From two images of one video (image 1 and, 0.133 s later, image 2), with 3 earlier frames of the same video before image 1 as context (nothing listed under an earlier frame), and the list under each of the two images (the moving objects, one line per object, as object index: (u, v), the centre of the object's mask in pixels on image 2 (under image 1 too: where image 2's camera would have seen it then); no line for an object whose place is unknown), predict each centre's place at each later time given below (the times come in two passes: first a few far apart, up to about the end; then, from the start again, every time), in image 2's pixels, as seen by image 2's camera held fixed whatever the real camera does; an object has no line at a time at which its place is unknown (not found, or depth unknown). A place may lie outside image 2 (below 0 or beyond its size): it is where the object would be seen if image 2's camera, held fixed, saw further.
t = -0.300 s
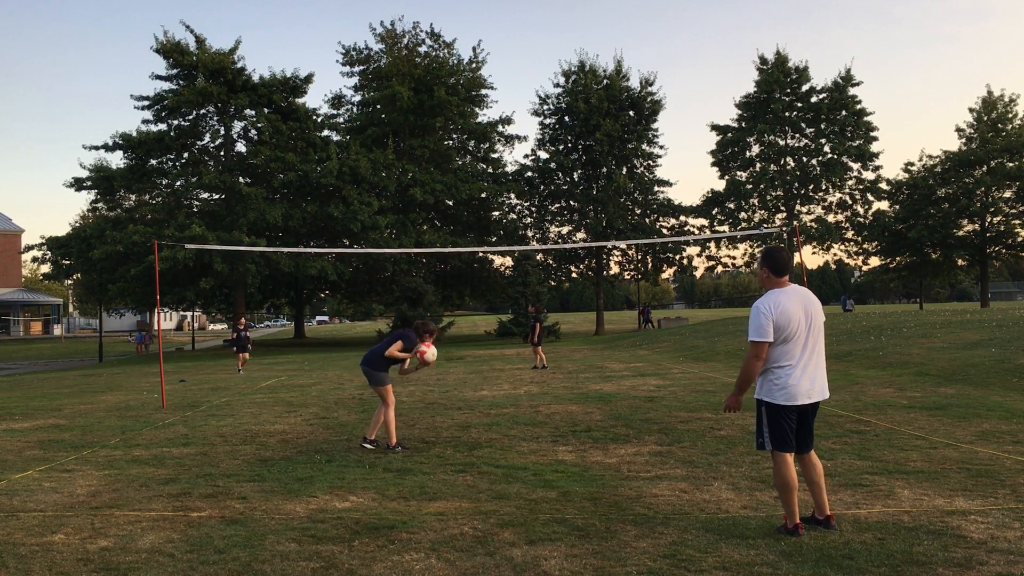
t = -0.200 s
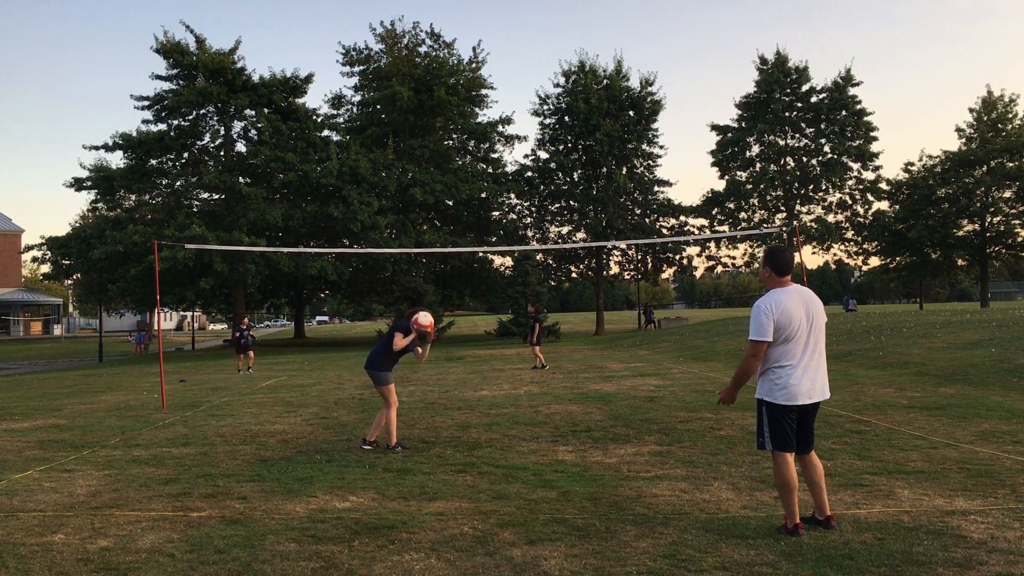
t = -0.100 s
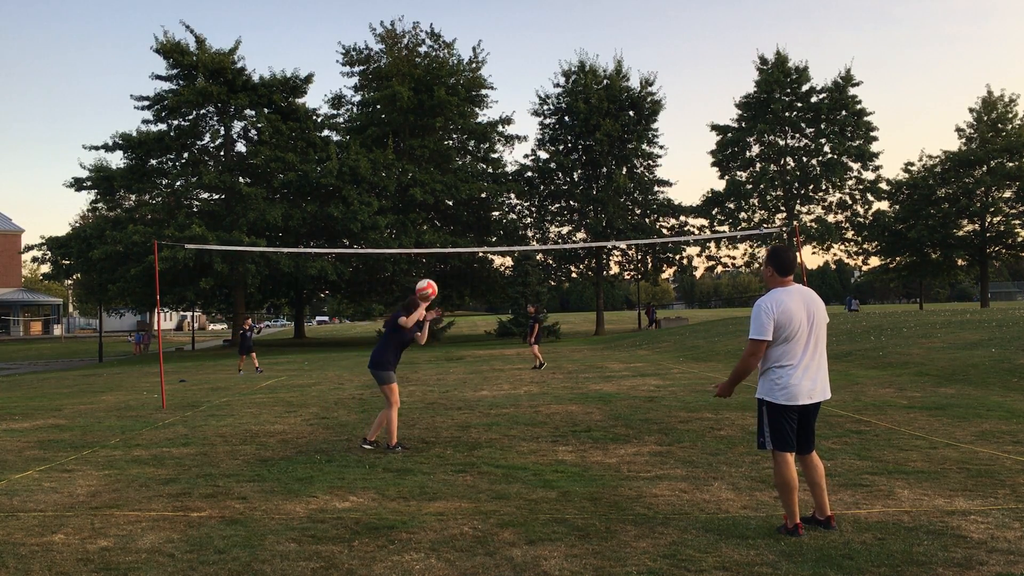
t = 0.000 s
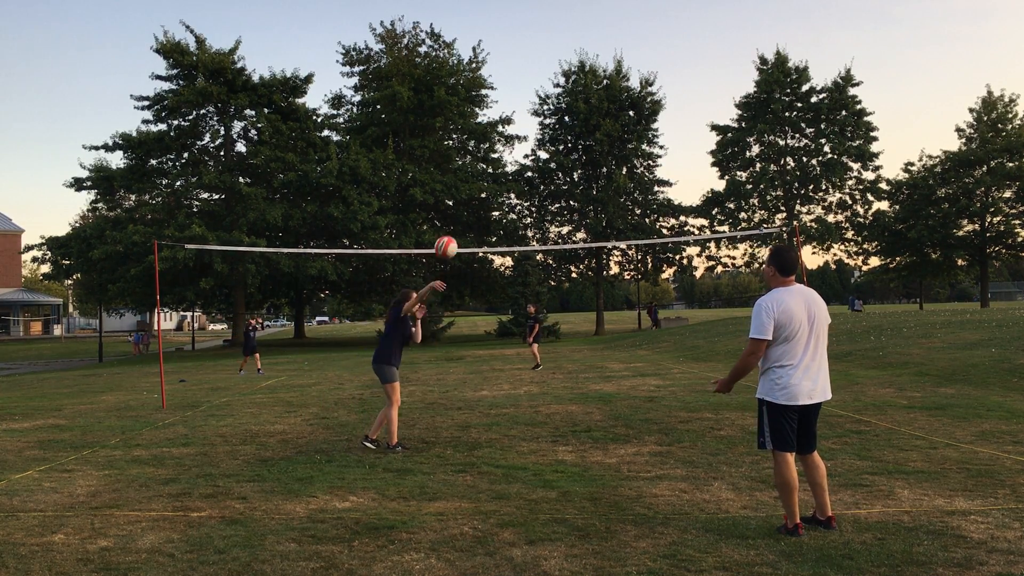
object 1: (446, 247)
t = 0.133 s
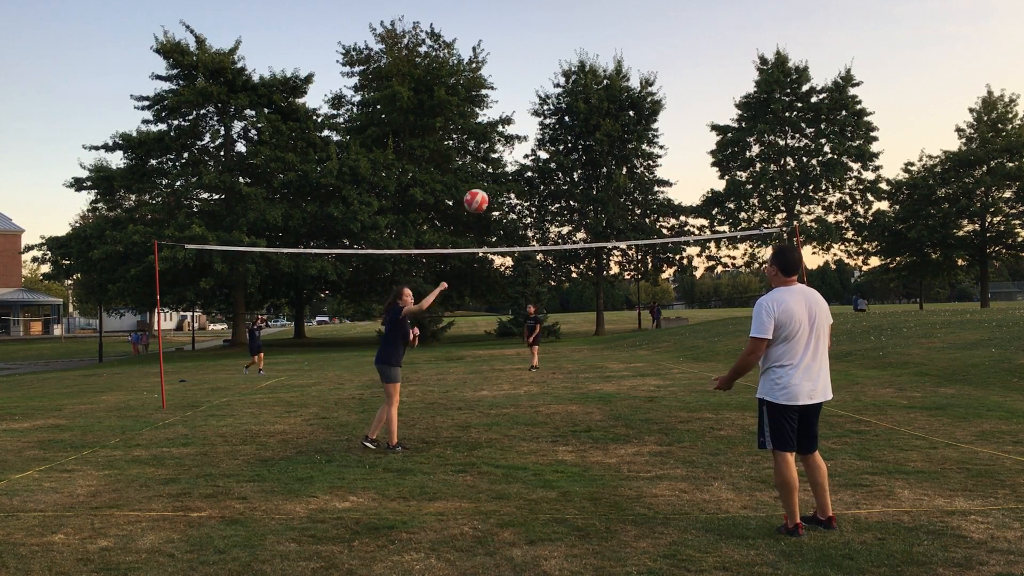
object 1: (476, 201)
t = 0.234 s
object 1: (501, 175)
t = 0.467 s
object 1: (569, 153)
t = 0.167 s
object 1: (484, 192)
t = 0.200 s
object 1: (492, 183)
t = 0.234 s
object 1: (501, 175)
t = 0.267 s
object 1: (510, 169)
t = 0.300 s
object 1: (519, 163)
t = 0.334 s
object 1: (528, 159)
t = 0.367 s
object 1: (538, 155)
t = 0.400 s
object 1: (547, 154)
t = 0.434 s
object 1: (558, 153)
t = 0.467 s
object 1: (569, 153)
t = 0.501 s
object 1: (579, 156)
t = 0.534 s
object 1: (591, 159)
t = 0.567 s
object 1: (603, 165)
